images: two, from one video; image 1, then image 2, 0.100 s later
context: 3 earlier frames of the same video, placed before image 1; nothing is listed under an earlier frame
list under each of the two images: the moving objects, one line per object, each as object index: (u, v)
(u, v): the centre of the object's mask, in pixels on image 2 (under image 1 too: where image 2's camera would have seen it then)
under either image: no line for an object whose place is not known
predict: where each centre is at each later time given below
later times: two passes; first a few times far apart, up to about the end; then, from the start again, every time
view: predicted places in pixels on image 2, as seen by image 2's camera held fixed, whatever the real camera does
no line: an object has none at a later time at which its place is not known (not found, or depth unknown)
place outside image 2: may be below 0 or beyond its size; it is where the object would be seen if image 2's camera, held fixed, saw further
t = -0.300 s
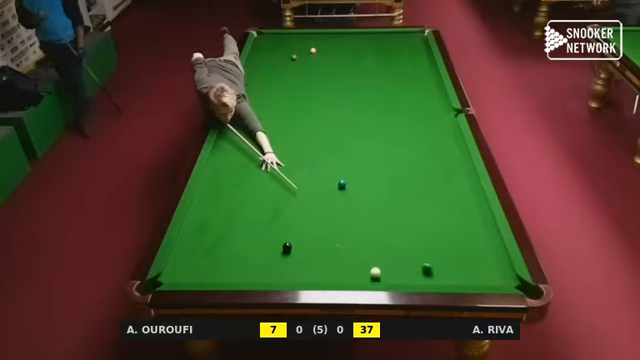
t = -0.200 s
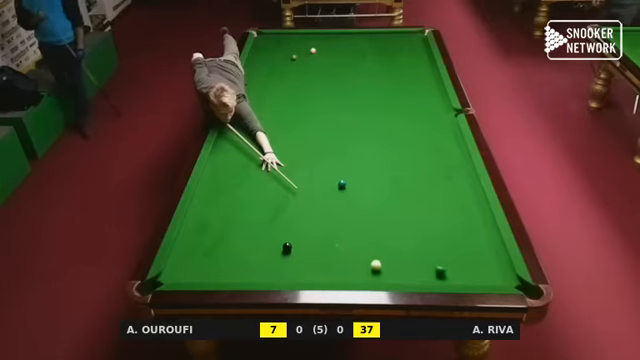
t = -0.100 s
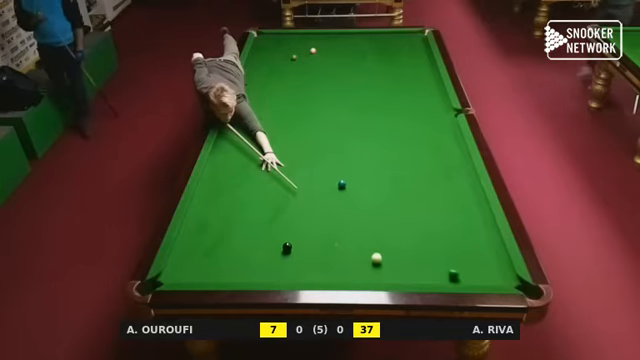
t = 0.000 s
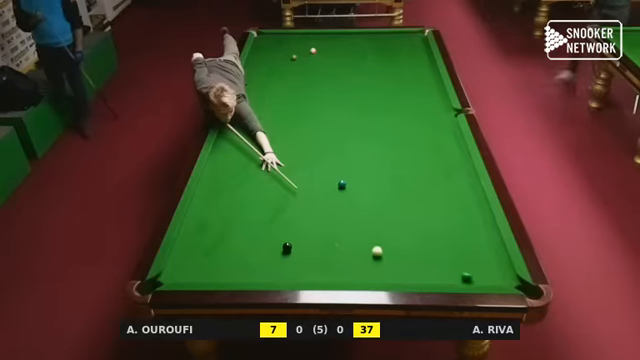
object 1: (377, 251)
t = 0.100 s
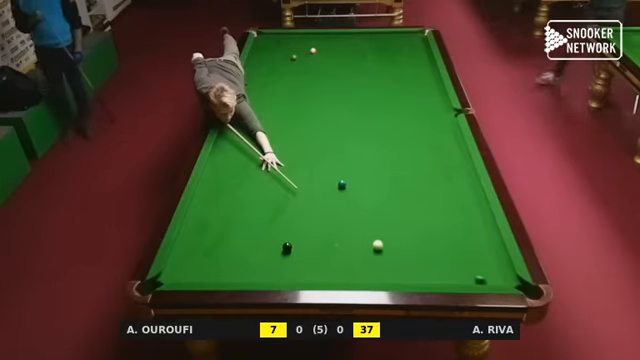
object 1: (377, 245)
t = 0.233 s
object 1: (378, 237)
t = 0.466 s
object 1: (379, 225)
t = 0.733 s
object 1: (381, 211)
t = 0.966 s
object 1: (382, 201)
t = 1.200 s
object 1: (383, 192)
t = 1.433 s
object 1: (384, 184)
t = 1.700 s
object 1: (385, 175)
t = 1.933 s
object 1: (386, 169)
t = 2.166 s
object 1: (387, 163)
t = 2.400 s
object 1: (387, 157)
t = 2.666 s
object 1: (388, 151)
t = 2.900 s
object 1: (389, 147)
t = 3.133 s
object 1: (389, 143)
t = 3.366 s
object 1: (390, 139)
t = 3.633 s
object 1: (390, 136)
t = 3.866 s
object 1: (391, 133)
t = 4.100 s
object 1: (391, 131)
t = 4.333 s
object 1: (391, 129)
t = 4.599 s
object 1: (392, 127)
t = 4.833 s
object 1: (392, 126)
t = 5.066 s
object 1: (393, 125)
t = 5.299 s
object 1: (393, 124)
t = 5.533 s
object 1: (393, 124)
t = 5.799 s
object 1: (393, 124)
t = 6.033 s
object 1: (393, 124)
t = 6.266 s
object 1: (393, 124)
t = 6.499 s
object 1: (393, 124)
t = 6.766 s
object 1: (393, 124)
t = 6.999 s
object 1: (393, 124)
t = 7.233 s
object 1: (393, 124)
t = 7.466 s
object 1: (393, 124)
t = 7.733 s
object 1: (393, 124)
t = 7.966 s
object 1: (393, 124)
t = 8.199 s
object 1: (393, 124)
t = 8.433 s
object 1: (393, 124)
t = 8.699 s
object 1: (393, 124)
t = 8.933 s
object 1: (393, 124)
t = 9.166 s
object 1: (393, 124)
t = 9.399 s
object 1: (393, 124)
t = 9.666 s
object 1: (393, 124)
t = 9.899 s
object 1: (393, 124)
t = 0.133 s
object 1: (378, 243)
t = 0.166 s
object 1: (378, 241)
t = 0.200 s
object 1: (378, 239)
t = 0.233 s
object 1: (378, 237)
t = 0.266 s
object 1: (378, 235)
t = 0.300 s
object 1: (378, 233)
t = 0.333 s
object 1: (379, 232)
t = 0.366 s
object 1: (379, 230)
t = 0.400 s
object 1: (379, 228)
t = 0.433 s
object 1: (379, 226)
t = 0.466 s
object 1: (379, 225)
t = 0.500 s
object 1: (380, 223)
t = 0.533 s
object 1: (380, 221)
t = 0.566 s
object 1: (380, 219)
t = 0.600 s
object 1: (380, 218)
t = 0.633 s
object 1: (380, 216)
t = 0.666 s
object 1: (380, 215)
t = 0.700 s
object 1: (381, 213)
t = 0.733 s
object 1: (381, 211)
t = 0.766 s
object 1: (381, 210)
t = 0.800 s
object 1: (381, 208)
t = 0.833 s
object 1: (381, 207)
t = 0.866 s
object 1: (381, 206)
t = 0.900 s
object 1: (381, 204)
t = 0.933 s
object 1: (382, 203)
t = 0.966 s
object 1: (382, 201)
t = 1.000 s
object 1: (382, 200)
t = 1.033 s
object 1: (382, 199)
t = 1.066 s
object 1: (382, 197)
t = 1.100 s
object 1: (382, 196)
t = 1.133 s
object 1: (382, 195)
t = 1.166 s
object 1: (383, 194)
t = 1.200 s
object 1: (383, 192)
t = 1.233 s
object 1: (383, 191)
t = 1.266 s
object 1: (383, 190)
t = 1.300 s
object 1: (383, 188)
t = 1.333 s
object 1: (383, 187)
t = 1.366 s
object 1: (384, 186)
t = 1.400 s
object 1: (384, 185)
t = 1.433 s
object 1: (384, 184)
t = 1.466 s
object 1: (384, 183)
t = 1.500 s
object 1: (384, 182)
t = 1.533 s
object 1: (384, 181)
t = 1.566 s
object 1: (384, 179)
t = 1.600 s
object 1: (385, 179)
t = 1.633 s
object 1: (385, 178)
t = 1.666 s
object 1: (385, 177)
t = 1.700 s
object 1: (385, 175)
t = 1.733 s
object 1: (385, 174)
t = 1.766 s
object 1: (385, 173)
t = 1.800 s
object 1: (385, 173)
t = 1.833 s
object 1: (386, 172)
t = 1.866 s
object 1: (386, 171)
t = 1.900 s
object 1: (386, 170)
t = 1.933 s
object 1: (386, 169)
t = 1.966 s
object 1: (386, 168)
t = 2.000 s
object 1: (386, 167)
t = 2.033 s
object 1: (386, 166)
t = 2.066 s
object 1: (386, 165)
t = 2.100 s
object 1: (386, 164)
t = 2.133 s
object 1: (386, 164)
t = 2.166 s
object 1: (387, 163)
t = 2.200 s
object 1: (387, 162)
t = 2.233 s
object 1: (387, 161)
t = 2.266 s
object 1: (387, 160)
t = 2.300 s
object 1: (387, 159)
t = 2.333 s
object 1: (387, 159)
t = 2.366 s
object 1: (387, 158)
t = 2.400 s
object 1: (387, 157)
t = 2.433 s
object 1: (387, 156)
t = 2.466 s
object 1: (388, 156)
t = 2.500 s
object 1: (388, 155)
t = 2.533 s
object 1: (388, 154)
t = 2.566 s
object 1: (388, 153)
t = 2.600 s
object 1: (388, 153)
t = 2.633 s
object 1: (388, 152)
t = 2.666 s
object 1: (388, 151)
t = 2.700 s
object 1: (388, 151)
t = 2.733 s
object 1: (388, 150)
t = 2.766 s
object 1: (388, 150)
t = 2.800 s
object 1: (388, 149)
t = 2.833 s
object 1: (389, 148)
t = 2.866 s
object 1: (389, 148)
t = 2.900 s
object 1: (389, 147)
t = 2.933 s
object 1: (389, 146)
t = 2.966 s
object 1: (389, 146)
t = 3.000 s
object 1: (389, 145)
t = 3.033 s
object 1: (389, 145)
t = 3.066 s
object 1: (389, 144)
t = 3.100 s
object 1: (389, 144)
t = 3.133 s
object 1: (389, 143)
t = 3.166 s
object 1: (389, 143)
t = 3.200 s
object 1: (389, 142)
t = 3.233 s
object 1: (390, 141)
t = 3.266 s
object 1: (390, 141)
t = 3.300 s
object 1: (390, 141)
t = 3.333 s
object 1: (390, 140)
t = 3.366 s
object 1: (390, 139)
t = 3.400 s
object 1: (390, 139)
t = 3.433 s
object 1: (390, 139)
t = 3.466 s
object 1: (390, 138)
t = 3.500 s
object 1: (390, 138)
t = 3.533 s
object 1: (390, 137)
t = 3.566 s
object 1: (390, 137)
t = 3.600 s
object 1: (390, 136)
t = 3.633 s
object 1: (390, 136)
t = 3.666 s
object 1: (390, 135)
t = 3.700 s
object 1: (390, 135)
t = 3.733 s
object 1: (390, 135)
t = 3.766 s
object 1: (390, 134)
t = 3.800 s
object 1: (391, 134)
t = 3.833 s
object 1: (391, 133)
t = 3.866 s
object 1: (391, 133)
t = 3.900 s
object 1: (391, 133)
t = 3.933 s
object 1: (391, 133)
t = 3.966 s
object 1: (391, 132)
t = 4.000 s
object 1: (391, 132)
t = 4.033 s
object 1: (391, 131)
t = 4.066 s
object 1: (391, 131)
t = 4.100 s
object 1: (391, 131)
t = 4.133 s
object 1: (391, 131)
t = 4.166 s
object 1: (391, 130)
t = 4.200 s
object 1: (391, 130)
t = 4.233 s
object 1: (391, 130)
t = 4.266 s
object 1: (391, 130)
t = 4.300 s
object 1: (391, 129)
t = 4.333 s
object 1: (391, 129)
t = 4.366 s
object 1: (392, 129)
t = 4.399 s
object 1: (392, 128)
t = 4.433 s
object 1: (392, 128)
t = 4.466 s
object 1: (392, 128)
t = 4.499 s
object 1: (392, 128)
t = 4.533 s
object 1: (392, 128)
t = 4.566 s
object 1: (392, 127)
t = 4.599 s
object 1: (392, 127)
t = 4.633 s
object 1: (392, 127)
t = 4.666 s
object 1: (392, 127)
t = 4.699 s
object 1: (392, 126)
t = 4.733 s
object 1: (392, 126)
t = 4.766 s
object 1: (392, 126)
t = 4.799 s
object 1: (392, 126)
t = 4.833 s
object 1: (392, 126)
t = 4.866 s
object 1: (392, 126)
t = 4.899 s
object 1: (392, 126)
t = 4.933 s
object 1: (392, 125)
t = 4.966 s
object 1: (392, 125)
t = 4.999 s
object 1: (392, 125)
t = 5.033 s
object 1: (393, 125)
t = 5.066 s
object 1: (393, 125)
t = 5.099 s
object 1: (393, 125)
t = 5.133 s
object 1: (393, 125)
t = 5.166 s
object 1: (393, 125)
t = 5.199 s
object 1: (393, 125)
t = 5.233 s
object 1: (393, 124)
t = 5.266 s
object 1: (393, 124)
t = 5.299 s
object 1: (393, 124)
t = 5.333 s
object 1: (393, 124)
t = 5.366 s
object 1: (393, 124)
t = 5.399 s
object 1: (393, 124)
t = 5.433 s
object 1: (393, 124)
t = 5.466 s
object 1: (393, 124)
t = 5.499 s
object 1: (393, 124)
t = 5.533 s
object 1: (393, 124)
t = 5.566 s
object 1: (393, 124)
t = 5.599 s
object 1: (393, 124)
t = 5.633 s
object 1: (393, 124)
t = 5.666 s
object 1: (393, 124)
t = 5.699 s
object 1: (393, 124)
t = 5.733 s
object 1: (393, 124)
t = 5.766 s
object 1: (393, 124)
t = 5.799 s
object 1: (393, 124)
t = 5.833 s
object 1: (393, 124)
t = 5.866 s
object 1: (393, 124)
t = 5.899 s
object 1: (393, 124)
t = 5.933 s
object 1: (393, 124)
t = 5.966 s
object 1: (393, 124)
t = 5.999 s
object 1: (393, 124)
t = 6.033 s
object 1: (393, 124)
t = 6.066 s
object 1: (393, 124)
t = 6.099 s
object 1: (393, 124)
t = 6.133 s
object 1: (393, 124)
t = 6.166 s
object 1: (393, 124)
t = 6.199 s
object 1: (393, 124)
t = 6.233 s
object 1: (393, 124)
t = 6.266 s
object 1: (393, 124)
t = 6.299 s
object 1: (393, 124)
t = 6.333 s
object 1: (393, 124)
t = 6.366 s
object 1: (393, 124)
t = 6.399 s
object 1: (393, 124)
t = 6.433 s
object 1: (393, 124)
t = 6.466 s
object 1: (393, 124)
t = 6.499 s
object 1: (393, 124)
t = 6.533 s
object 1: (393, 124)
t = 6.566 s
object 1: (393, 124)
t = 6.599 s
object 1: (393, 124)
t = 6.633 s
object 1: (393, 124)
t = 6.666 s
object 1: (393, 124)
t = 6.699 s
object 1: (393, 124)
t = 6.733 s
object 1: (393, 124)
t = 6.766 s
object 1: (393, 124)
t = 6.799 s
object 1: (393, 124)
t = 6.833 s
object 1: (393, 124)
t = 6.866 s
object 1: (393, 124)
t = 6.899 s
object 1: (393, 124)
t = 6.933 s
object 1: (393, 124)
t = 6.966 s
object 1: (393, 124)
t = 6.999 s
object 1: (393, 124)
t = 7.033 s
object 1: (393, 124)
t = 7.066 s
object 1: (393, 124)
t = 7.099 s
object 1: (393, 124)
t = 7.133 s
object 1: (393, 124)
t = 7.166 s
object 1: (393, 124)
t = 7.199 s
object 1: (393, 124)
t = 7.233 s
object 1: (393, 124)
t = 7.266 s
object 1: (393, 124)
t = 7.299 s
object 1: (393, 124)
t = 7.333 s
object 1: (393, 124)
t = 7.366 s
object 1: (393, 124)
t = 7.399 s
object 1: (393, 124)
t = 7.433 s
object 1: (393, 124)
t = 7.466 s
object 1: (393, 124)
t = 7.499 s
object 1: (393, 124)
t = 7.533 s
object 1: (393, 124)
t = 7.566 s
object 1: (393, 124)
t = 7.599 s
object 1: (393, 124)
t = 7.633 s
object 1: (393, 124)
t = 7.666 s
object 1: (393, 124)
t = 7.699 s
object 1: (393, 124)
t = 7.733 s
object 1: (393, 124)
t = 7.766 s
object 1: (393, 124)
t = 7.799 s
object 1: (393, 124)
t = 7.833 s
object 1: (393, 124)
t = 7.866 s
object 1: (393, 124)
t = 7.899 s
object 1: (393, 124)
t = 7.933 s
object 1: (393, 124)
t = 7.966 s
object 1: (393, 124)
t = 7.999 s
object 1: (393, 124)
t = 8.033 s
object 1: (393, 124)
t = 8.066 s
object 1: (393, 124)
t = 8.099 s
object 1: (393, 124)
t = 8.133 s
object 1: (393, 124)
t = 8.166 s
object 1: (393, 124)
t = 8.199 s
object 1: (393, 124)
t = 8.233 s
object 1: (393, 124)
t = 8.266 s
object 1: (393, 124)
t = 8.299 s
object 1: (393, 124)
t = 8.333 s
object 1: (393, 124)
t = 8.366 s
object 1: (393, 124)
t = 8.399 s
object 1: (393, 124)
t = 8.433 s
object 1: (393, 124)
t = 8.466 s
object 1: (393, 124)
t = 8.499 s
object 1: (393, 124)
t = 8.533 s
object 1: (393, 124)
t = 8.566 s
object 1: (393, 124)
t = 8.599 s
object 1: (393, 124)
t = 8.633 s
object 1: (393, 124)
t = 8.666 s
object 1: (393, 124)
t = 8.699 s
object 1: (393, 124)
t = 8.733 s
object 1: (393, 124)
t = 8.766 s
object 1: (393, 124)
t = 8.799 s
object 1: (393, 124)
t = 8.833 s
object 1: (393, 124)
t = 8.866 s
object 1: (393, 124)
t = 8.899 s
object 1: (393, 124)
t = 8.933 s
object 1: (393, 124)
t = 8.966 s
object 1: (393, 124)
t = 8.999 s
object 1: (393, 124)
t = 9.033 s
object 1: (393, 124)
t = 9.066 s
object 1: (393, 124)
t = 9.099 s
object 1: (393, 124)
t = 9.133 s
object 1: (393, 124)
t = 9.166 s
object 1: (393, 124)
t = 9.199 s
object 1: (393, 124)
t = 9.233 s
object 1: (393, 124)
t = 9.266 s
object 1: (393, 124)
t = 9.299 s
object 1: (393, 124)
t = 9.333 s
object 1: (393, 124)
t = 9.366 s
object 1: (393, 124)
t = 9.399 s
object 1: (393, 124)
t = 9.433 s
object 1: (393, 124)
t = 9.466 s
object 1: (393, 124)
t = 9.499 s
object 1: (393, 124)
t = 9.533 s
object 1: (393, 124)
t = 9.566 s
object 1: (393, 124)
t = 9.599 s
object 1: (393, 124)
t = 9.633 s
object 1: (393, 124)
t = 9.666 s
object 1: (393, 124)
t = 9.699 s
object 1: (393, 124)
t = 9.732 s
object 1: (393, 124)
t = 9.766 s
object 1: (393, 124)
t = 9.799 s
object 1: (393, 124)
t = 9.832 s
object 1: (393, 124)
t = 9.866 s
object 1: (393, 124)
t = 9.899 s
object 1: (393, 124)
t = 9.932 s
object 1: (393, 124)
